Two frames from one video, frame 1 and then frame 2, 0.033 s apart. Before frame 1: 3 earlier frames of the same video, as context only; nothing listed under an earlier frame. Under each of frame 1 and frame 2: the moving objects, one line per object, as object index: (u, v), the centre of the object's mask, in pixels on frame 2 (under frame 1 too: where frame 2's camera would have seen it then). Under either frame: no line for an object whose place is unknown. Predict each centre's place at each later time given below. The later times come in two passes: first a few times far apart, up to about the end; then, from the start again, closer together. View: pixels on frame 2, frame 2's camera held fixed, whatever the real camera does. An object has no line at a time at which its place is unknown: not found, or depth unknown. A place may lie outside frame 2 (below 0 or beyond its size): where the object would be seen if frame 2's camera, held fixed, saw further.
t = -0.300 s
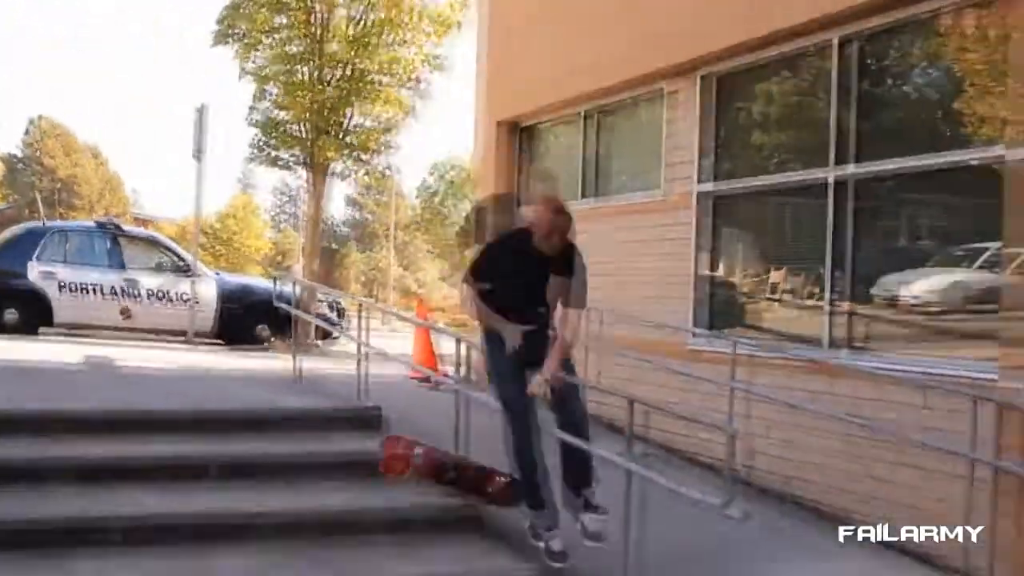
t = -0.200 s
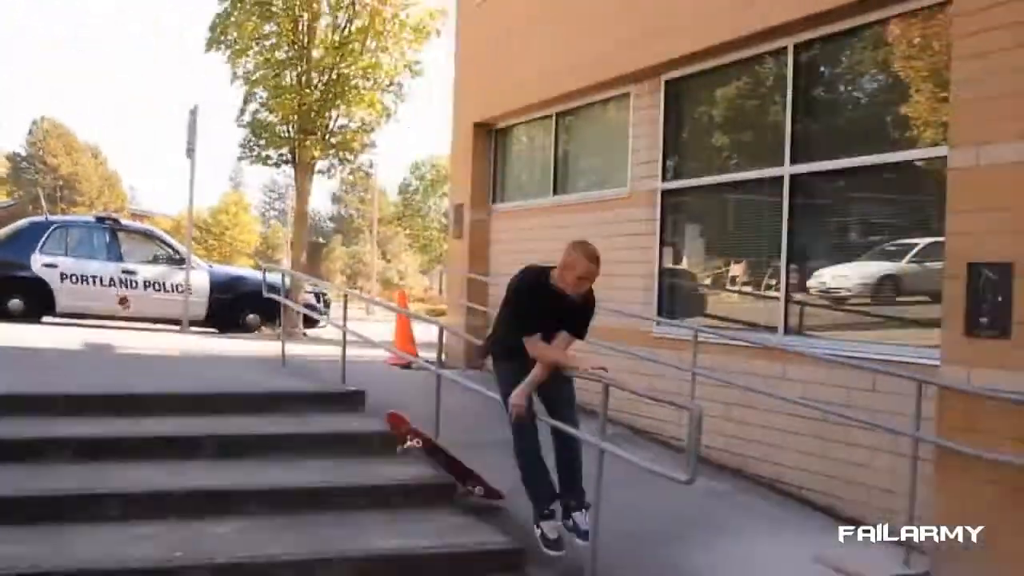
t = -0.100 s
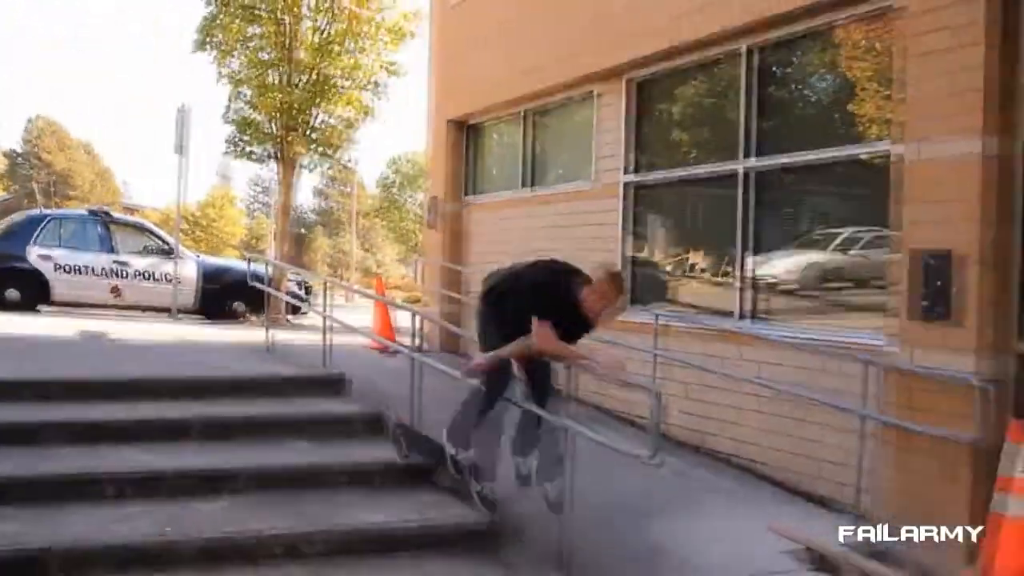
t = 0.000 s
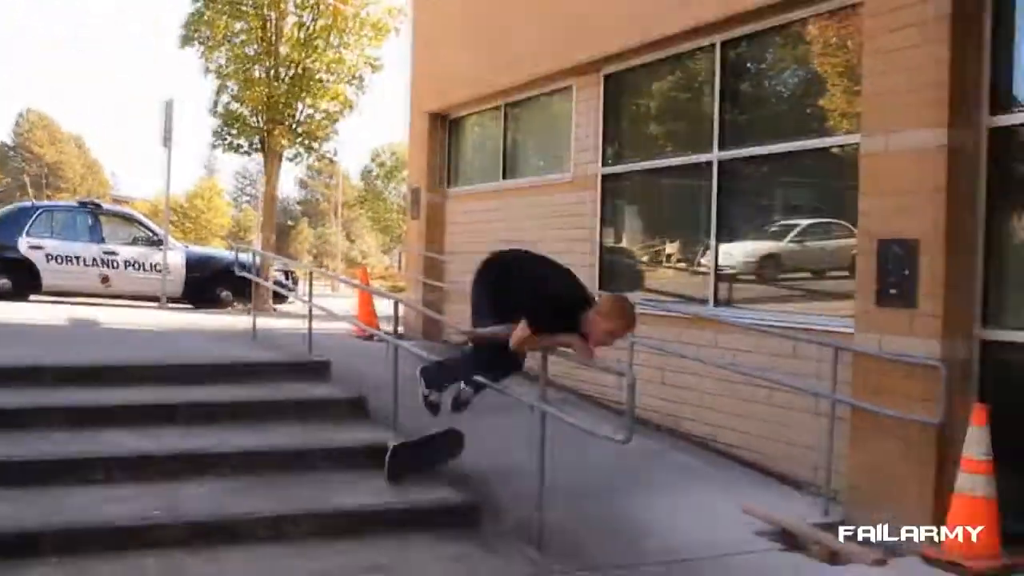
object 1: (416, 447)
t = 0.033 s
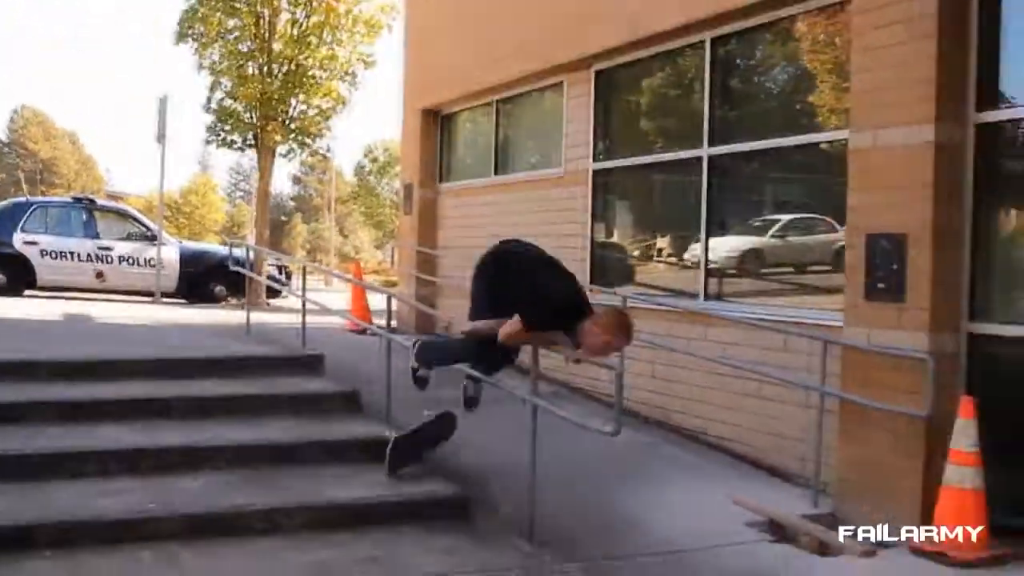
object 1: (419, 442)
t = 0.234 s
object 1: (424, 444)
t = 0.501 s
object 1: (435, 465)
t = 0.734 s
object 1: (429, 471)
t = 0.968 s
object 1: (431, 471)
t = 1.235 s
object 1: (432, 472)
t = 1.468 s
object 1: (431, 472)
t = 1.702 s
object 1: (431, 472)
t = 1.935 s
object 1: (431, 472)
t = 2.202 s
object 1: (431, 472)
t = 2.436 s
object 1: (431, 472)
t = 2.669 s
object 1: (431, 472)
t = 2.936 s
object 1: (431, 472)
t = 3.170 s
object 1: (430, 472)
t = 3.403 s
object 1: (431, 472)
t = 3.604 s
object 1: (431, 472)
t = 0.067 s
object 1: (422, 438)
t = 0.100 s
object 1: (425, 433)
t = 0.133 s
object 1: (430, 433)
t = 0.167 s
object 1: (425, 438)
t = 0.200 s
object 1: (423, 442)
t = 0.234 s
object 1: (424, 444)
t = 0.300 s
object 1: (428, 458)
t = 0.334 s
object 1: (430, 461)
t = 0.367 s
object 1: (433, 465)
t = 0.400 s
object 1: (433, 470)
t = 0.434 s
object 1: (438, 469)
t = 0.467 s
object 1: (437, 465)
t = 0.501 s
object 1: (435, 465)
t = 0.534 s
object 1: (432, 461)
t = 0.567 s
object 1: (435, 460)
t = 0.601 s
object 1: (434, 461)
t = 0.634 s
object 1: (432, 467)
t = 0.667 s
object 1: (429, 472)
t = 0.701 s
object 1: (430, 471)
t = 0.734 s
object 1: (429, 471)
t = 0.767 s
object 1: (429, 471)
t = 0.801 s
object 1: (430, 472)
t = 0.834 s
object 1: (430, 471)
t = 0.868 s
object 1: (430, 472)
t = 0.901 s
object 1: (430, 471)
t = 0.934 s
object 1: (430, 471)
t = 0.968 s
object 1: (431, 471)
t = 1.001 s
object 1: (430, 472)
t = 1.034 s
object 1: (431, 472)
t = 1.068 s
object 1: (432, 472)
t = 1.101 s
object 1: (432, 472)
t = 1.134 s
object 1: (432, 472)
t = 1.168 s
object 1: (432, 472)
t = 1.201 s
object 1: (432, 472)
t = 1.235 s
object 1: (432, 472)
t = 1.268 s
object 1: (432, 472)
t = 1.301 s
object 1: (432, 471)
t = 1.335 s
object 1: (432, 471)
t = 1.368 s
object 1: (431, 471)
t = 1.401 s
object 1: (432, 472)
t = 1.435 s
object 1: (432, 472)
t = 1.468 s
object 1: (431, 472)
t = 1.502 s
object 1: (431, 472)
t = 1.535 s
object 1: (431, 472)
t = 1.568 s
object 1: (431, 472)
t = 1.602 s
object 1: (431, 472)
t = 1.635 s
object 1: (431, 472)
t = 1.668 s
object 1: (431, 472)
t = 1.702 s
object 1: (431, 472)
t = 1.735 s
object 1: (431, 472)
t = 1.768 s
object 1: (430, 472)
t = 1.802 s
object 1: (430, 472)
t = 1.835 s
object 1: (431, 472)
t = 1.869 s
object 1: (431, 472)
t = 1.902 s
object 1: (431, 472)
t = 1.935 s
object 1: (431, 472)
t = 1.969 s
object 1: (431, 472)
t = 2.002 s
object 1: (431, 472)
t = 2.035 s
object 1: (431, 472)
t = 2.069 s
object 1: (431, 472)
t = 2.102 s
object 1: (431, 472)
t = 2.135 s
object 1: (431, 472)
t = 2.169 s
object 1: (431, 472)
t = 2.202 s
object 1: (431, 472)
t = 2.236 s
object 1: (431, 472)
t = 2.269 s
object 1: (431, 472)
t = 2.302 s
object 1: (431, 472)
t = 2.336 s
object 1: (431, 472)
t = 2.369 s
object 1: (431, 472)
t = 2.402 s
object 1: (431, 472)
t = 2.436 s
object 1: (431, 472)
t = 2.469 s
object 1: (431, 472)
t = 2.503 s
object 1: (431, 472)
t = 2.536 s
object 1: (431, 472)
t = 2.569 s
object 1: (431, 472)
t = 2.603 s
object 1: (431, 472)
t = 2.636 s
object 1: (431, 472)
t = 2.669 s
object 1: (431, 472)
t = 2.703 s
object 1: (431, 472)
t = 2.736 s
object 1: (431, 472)
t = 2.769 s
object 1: (431, 472)
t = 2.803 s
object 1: (431, 472)
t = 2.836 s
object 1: (431, 472)
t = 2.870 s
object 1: (431, 472)
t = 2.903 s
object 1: (431, 472)
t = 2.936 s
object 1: (431, 472)
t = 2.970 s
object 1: (431, 472)
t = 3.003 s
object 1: (431, 472)
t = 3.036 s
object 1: (431, 472)
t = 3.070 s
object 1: (430, 472)
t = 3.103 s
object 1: (430, 472)
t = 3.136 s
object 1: (430, 472)
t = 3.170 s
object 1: (430, 472)
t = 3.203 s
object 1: (430, 472)
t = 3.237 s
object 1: (430, 472)
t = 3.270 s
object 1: (430, 472)
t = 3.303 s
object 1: (431, 472)
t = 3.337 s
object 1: (431, 472)
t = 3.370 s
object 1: (431, 472)
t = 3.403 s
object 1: (431, 472)
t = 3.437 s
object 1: (431, 472)
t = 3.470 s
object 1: (431, 472)
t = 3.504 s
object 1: (431, 472)
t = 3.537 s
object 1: (431, 472)
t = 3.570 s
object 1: (430, 471)
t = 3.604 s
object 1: (431, 472)
